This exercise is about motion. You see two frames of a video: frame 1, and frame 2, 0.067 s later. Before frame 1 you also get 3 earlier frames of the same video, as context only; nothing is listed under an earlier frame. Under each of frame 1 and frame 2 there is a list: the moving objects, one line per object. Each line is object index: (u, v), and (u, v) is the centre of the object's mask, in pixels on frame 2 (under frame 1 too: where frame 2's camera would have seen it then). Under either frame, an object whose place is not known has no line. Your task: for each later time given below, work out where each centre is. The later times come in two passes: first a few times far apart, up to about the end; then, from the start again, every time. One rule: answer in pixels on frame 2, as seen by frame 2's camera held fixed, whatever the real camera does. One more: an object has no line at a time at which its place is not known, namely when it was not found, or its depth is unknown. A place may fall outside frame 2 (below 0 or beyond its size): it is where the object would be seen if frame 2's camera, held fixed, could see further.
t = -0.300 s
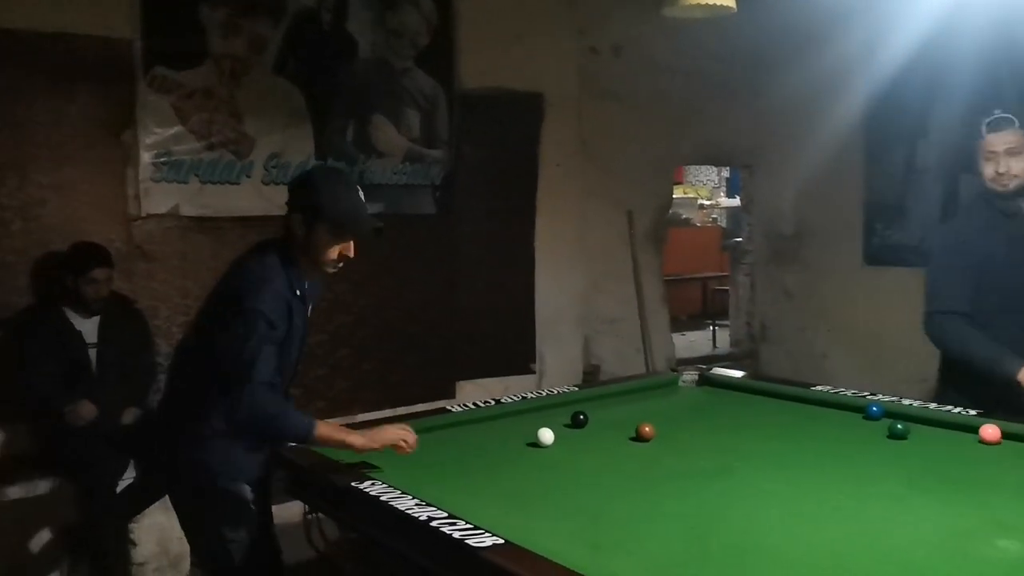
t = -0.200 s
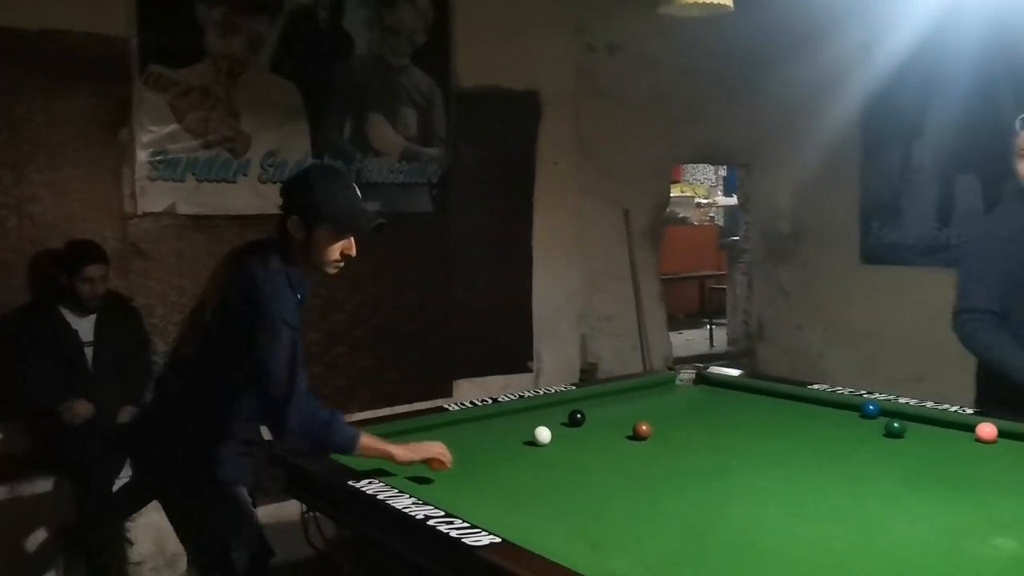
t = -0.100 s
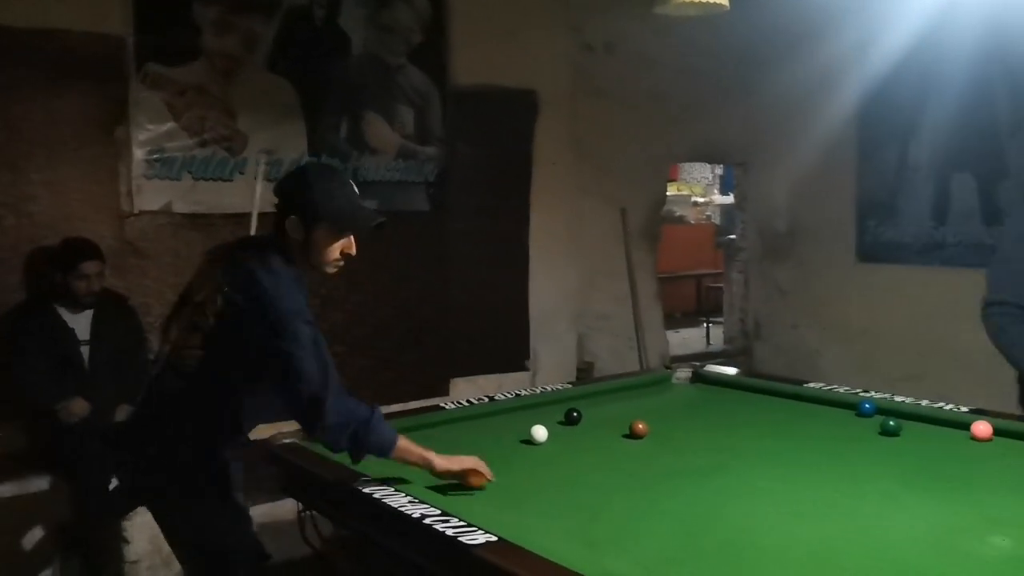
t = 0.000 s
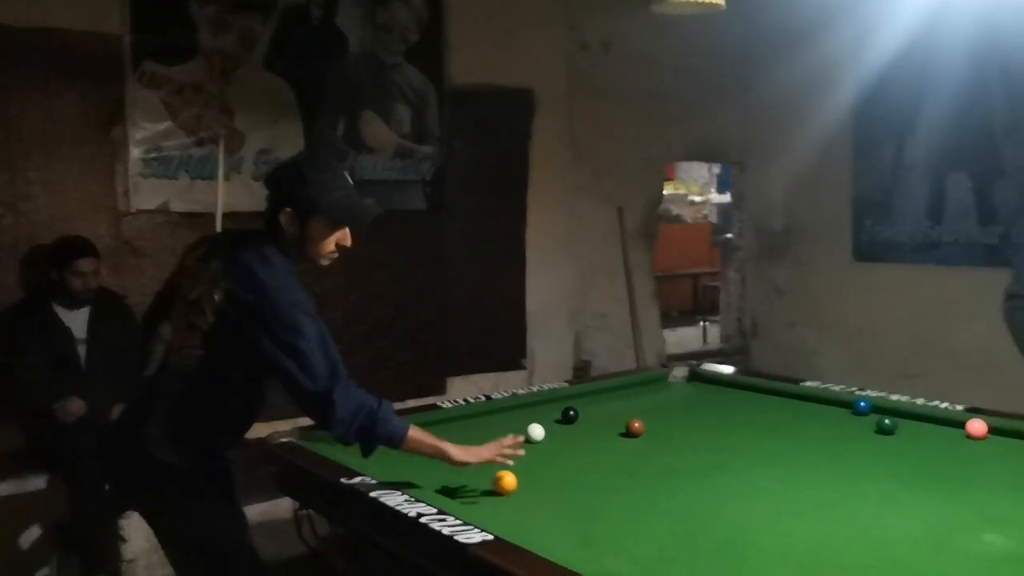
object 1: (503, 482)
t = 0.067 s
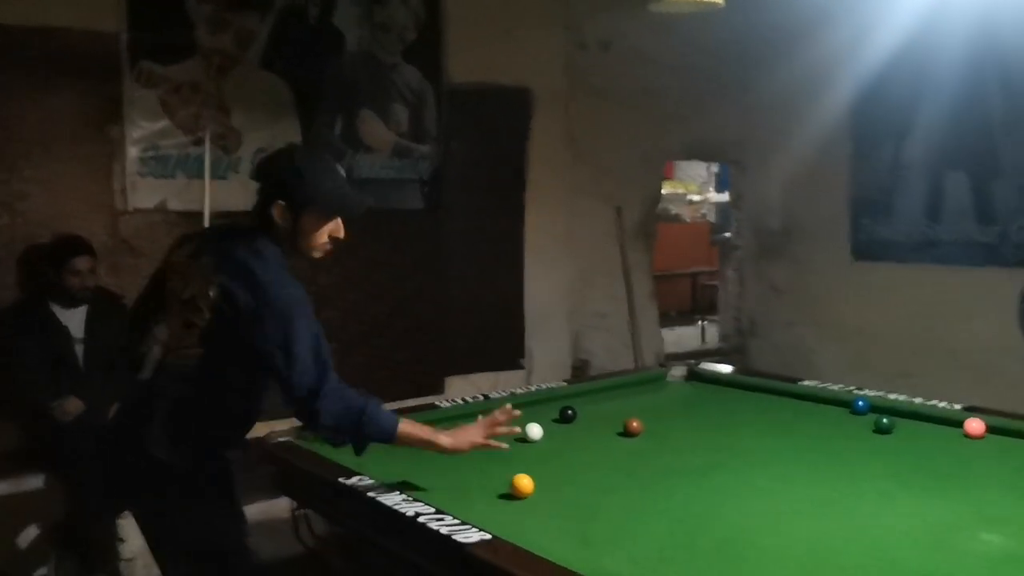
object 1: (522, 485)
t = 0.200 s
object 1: (560, 493)
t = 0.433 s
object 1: (631, 508)
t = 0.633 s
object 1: (696, 522)
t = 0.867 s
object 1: (770, 539)
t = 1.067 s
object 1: (844, 555)
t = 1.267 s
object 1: (922, 572)
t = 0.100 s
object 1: (532, 487)
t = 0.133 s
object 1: (541, 490)
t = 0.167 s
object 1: (551, 492)
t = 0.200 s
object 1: (560, 493)
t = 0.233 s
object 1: (570, 495)
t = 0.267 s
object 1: (580, 498)
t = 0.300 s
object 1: (590, 500)
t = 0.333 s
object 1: (600, 502)
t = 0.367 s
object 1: (610, 504)
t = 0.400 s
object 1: (621, 506)
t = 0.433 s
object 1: (631, 508)
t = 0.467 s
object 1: (642, 510)
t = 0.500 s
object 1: (652, 512)
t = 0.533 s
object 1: (663, 515)
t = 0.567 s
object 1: (673, 518)
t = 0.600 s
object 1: (685, 520)
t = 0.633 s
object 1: (696, 522)
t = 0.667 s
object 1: (707, 525)
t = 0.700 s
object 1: (718, 527)
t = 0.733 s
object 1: (729, 530)
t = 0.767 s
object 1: (741, 532)
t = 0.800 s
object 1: (752, 535)
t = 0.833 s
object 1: (764, 538)
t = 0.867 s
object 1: (770, 539)
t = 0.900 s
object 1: (782, 541)
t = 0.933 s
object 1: (794, 543)
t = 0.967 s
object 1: (807, 547)
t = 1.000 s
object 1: (819, 549)
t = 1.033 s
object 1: (831, 552)
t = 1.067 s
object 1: (844, 555)
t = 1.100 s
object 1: (857, 558)
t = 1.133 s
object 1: (870, 561)
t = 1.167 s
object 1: (882, 563)
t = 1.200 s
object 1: (895, 566)
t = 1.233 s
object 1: (908, 569)
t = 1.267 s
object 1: (922, 572)
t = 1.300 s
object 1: (934, 574)
